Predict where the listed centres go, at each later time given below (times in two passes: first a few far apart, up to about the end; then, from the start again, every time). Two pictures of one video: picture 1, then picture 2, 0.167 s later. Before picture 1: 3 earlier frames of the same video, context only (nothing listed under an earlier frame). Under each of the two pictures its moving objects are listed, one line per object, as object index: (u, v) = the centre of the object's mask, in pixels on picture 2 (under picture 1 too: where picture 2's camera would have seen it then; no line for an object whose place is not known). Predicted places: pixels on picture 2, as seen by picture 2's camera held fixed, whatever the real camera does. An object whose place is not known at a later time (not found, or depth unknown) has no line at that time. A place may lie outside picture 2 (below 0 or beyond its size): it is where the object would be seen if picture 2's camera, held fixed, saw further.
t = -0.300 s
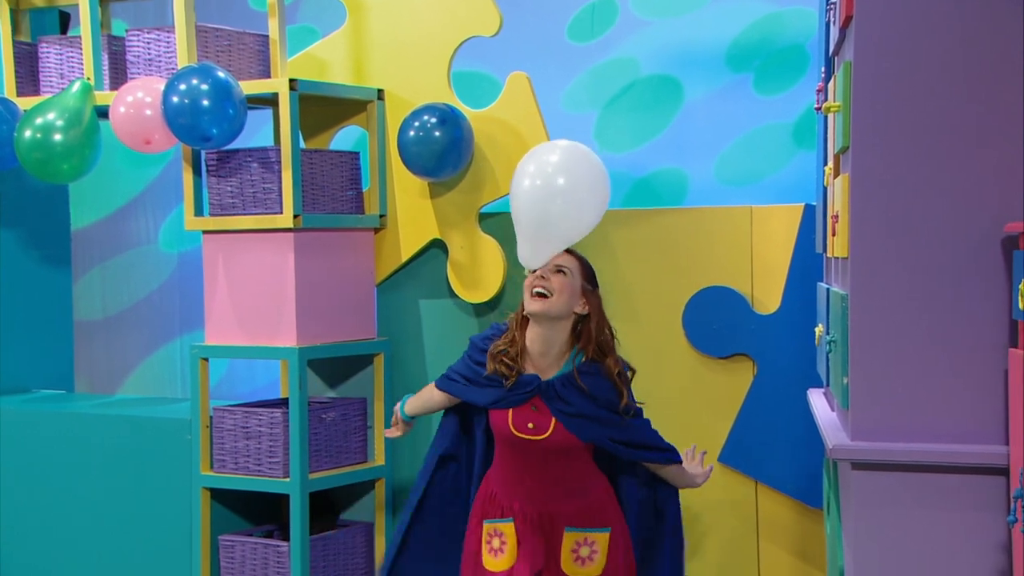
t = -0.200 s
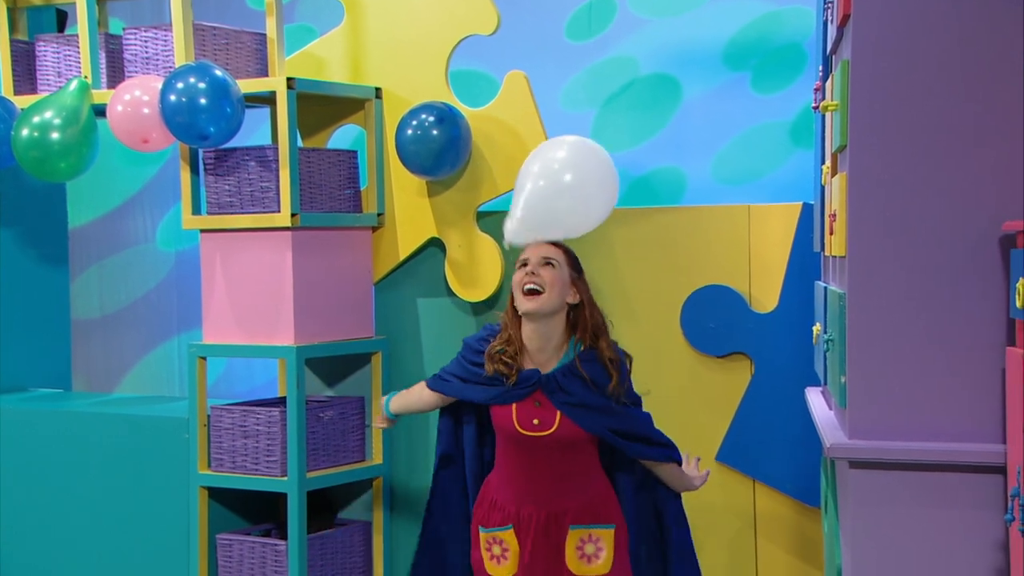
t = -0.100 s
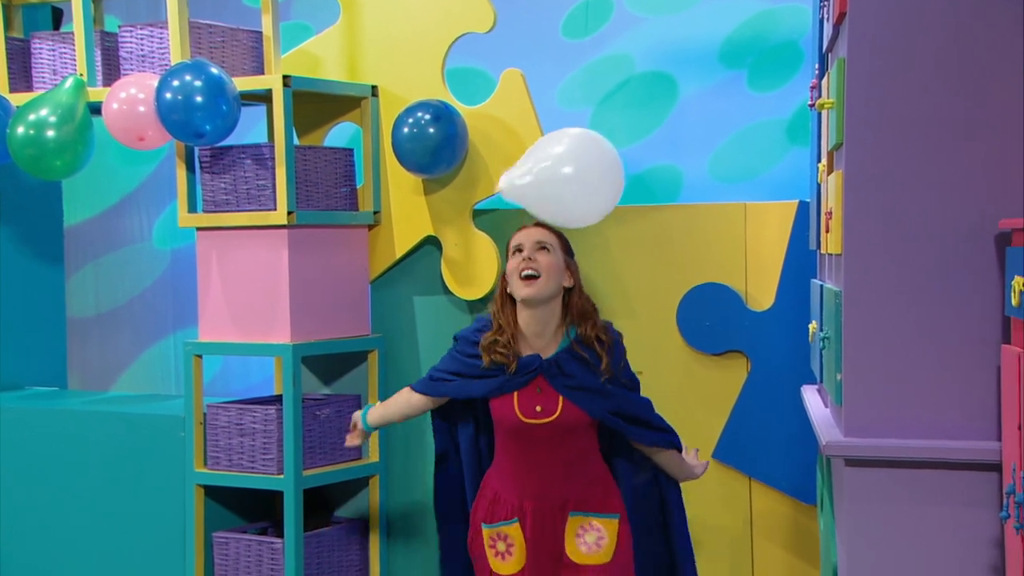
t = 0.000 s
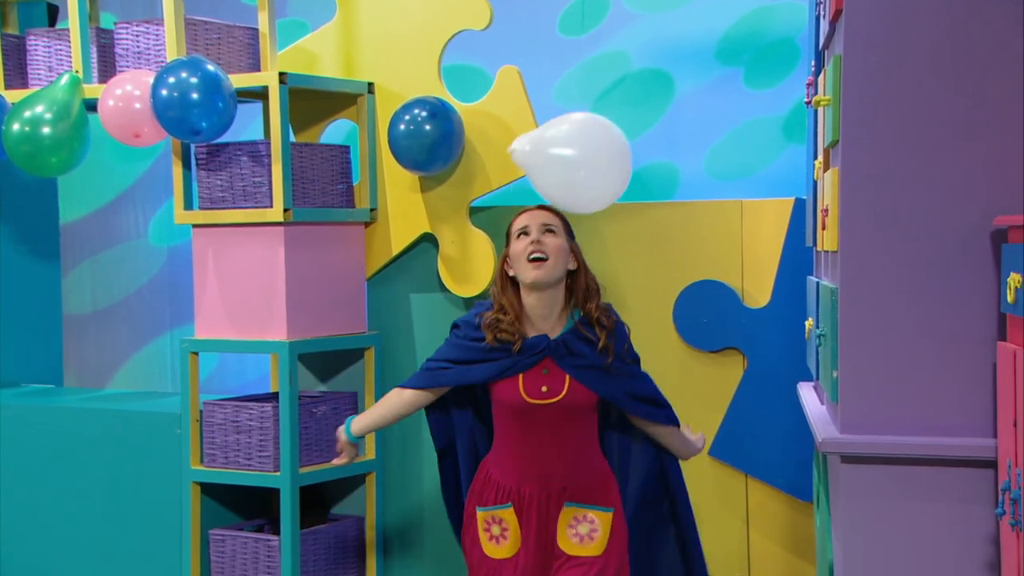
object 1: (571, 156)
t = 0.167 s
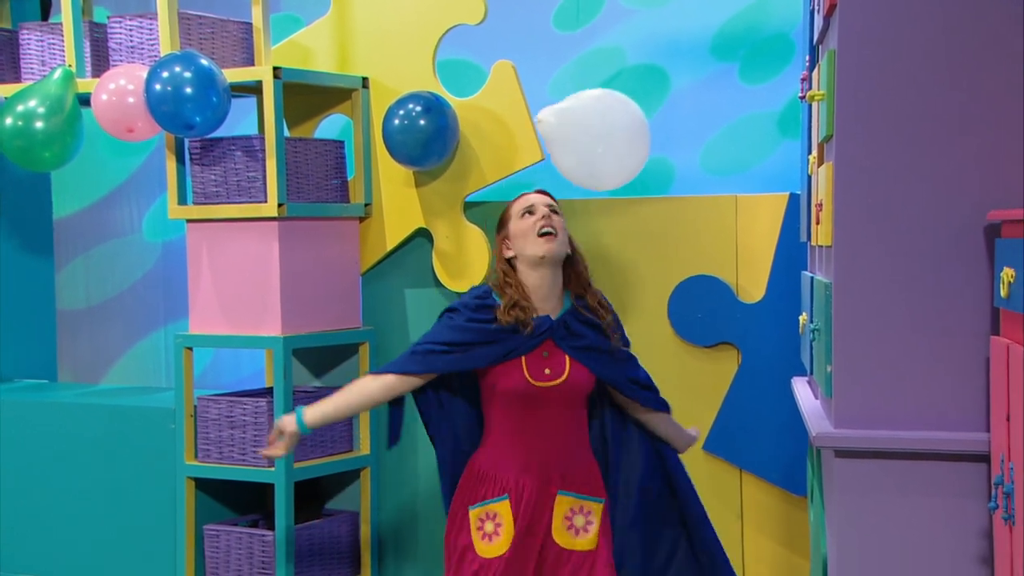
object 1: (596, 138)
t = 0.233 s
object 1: (606, 135)
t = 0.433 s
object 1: (634, 140)
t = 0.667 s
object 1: (661, 170)
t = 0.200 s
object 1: (601, 136)
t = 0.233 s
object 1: (606, 135)
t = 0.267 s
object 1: (611, 135)
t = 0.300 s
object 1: (616, 135)
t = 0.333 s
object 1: (621, 135)
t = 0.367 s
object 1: (625, 136)
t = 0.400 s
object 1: (629, 138)
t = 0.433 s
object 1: (634, 140)
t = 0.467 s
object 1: (638, 142)
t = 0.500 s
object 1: (642, 145)
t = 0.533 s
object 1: (646, 148)
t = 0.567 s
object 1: (650, 152)
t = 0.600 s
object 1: (653, 157)
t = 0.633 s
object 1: (657, 163)
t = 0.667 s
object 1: (661, 170)
